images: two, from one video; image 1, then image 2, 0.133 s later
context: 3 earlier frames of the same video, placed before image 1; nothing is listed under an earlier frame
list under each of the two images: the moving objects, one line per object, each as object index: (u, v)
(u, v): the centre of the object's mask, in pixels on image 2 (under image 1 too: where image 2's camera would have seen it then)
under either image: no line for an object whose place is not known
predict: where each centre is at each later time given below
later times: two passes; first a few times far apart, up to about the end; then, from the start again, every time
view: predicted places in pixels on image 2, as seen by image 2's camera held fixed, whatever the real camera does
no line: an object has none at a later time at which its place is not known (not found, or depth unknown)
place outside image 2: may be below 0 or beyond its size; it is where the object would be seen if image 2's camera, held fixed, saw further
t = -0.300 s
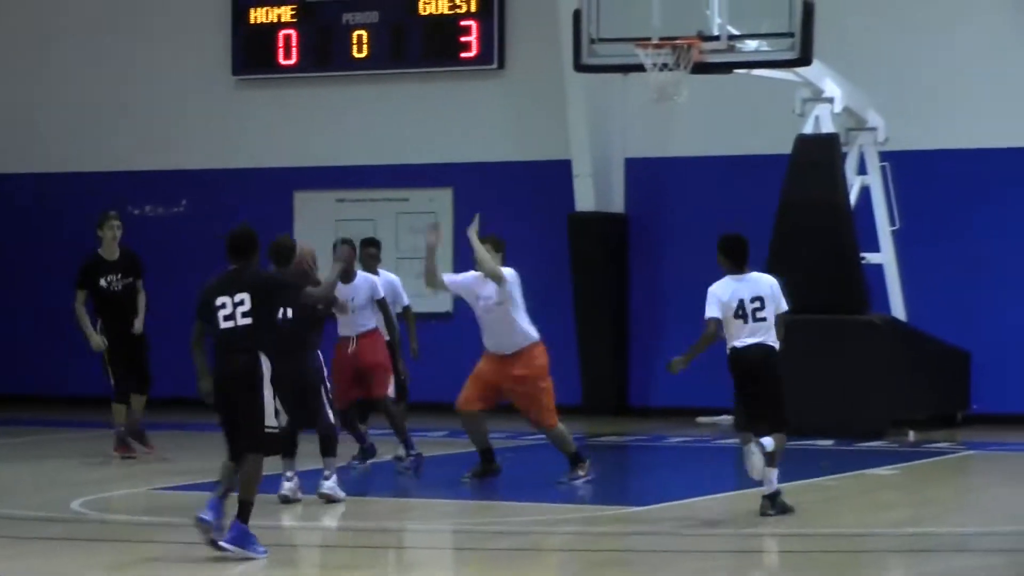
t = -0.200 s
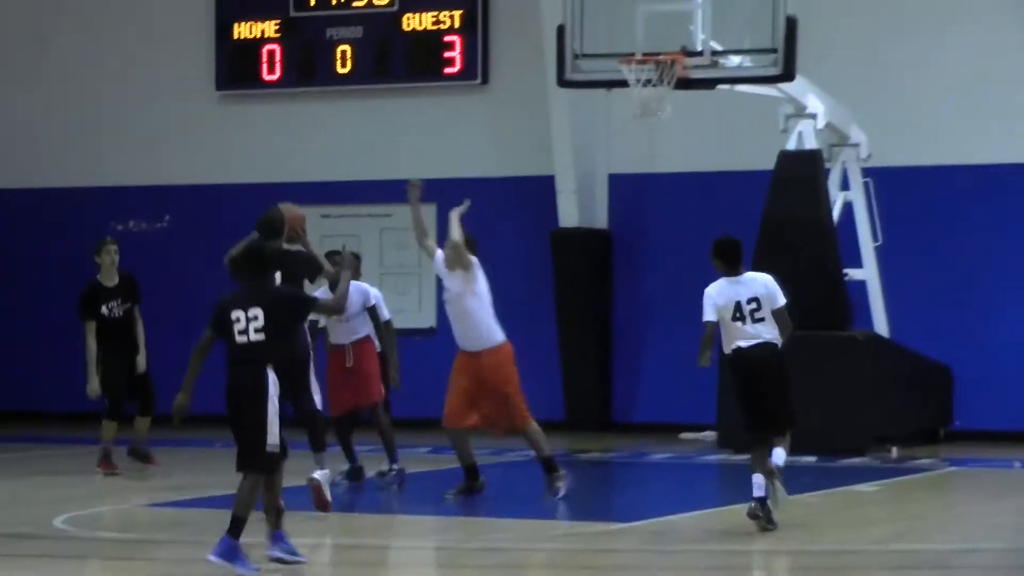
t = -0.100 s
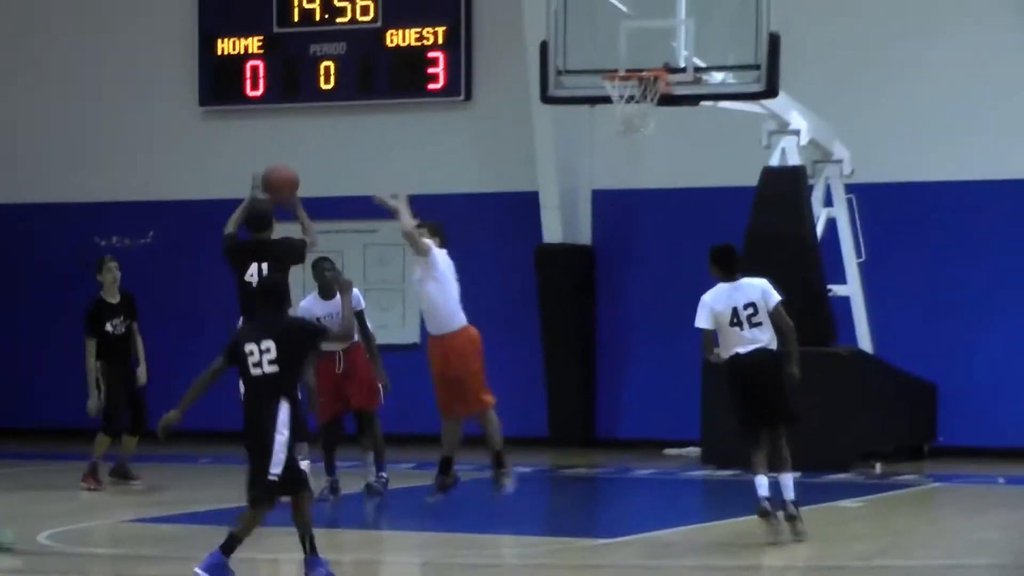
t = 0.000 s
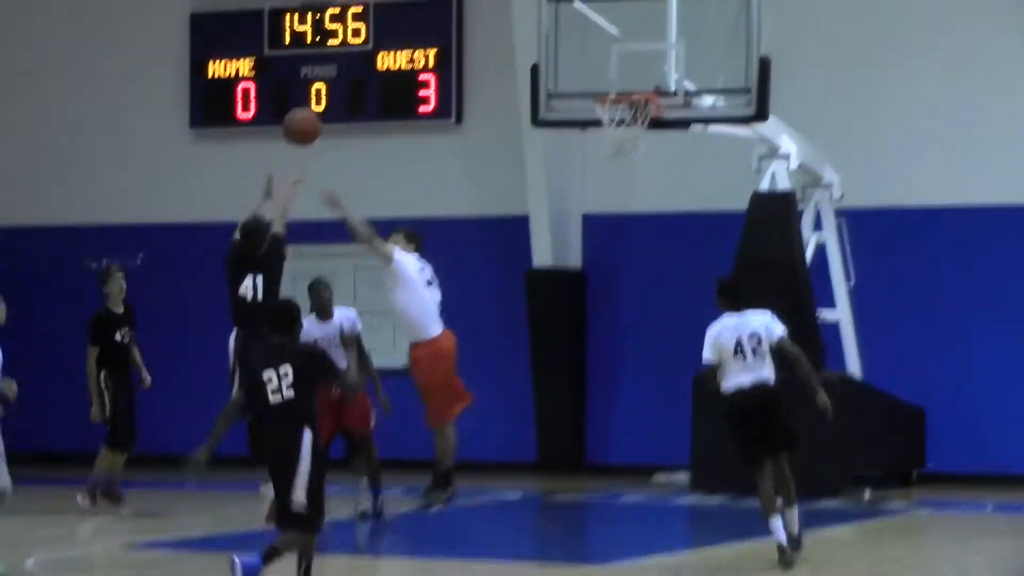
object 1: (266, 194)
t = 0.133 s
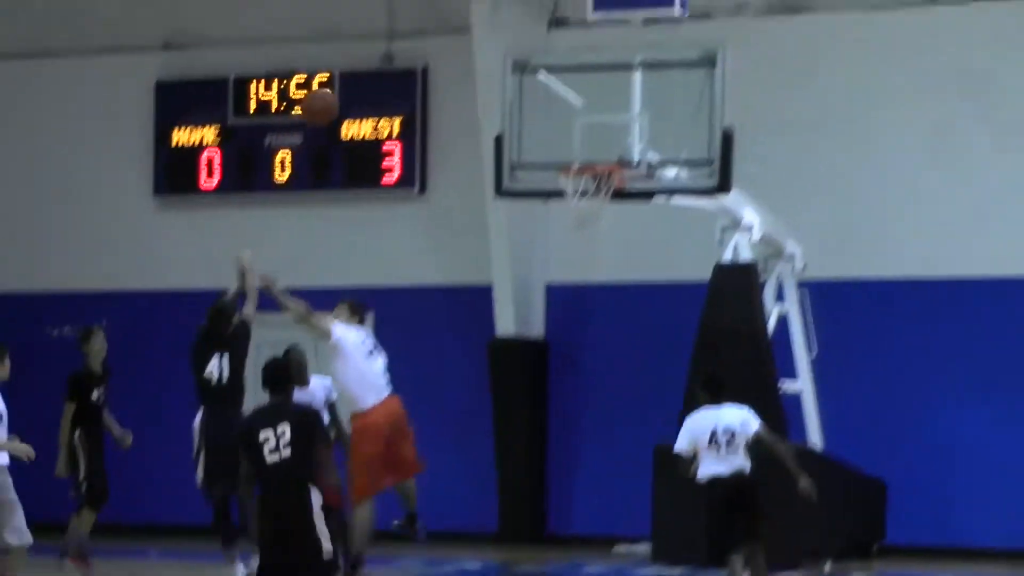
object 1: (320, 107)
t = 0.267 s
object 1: (371, 53)
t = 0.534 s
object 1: (462, 26)
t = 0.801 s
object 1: (546, 97)
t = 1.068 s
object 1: (592, 159)
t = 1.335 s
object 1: (592, 173)
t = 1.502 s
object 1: (602, 204)
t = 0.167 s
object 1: (332, 90)
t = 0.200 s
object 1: (345, 76)
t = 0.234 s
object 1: (359, 63)
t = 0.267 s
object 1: (371, 53)
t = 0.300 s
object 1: (383, 44)
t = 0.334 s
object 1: (394, 37)
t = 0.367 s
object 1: (406, 31)
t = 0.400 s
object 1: (417, 26)
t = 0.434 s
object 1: (429, 24)
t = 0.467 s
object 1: (440, 24)
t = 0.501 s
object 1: (451, 24)
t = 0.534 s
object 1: (462, 26)
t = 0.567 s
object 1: (473, 30)
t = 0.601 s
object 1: (484, 36)
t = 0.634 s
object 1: (495, 42)
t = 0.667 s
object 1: (505, 51)
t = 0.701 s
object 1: (516, 60)
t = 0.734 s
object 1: (526, 70)
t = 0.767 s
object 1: (536, 83)
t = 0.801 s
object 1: (546, 97)
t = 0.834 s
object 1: (554, 112)
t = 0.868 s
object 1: (564, 128)
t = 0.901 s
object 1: (573, 146)
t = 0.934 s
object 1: (581, 158)
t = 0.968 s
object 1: (588, 157)
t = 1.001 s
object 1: (594, 159)
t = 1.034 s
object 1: (599, 162)
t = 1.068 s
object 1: (592, 159)
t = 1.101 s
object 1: (583, 160)
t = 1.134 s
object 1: (574, 159)
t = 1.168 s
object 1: (572, 162)
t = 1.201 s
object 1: (576, 163)
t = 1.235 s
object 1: (580, 164)
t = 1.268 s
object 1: (586, 168)
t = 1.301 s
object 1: (590, 171)
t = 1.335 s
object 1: (592, 173)
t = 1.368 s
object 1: (595, 182)
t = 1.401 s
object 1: (596, 187)
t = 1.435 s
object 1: (600, 194)
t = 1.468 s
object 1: (602, 200)
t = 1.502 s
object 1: (602, 204)
